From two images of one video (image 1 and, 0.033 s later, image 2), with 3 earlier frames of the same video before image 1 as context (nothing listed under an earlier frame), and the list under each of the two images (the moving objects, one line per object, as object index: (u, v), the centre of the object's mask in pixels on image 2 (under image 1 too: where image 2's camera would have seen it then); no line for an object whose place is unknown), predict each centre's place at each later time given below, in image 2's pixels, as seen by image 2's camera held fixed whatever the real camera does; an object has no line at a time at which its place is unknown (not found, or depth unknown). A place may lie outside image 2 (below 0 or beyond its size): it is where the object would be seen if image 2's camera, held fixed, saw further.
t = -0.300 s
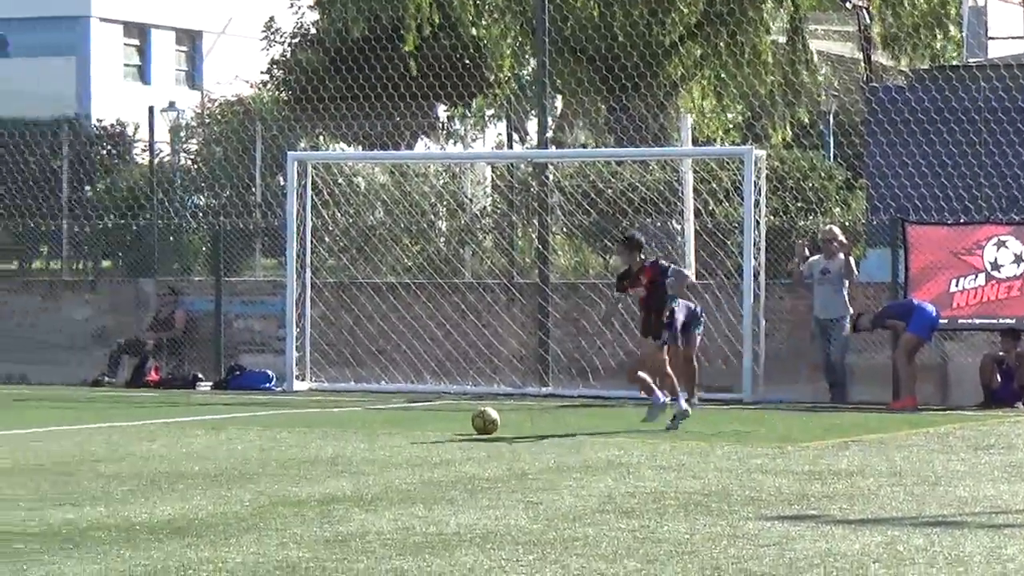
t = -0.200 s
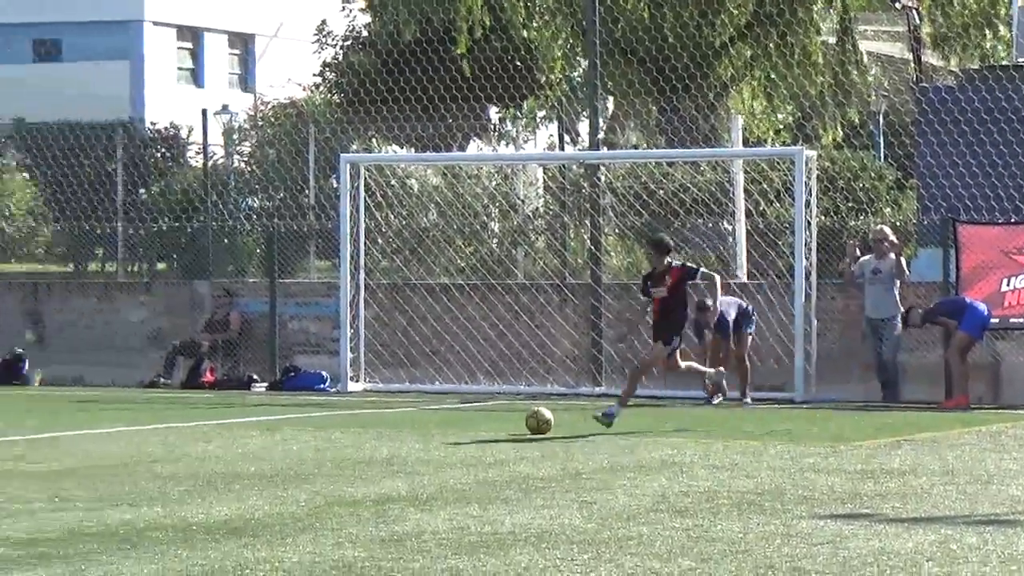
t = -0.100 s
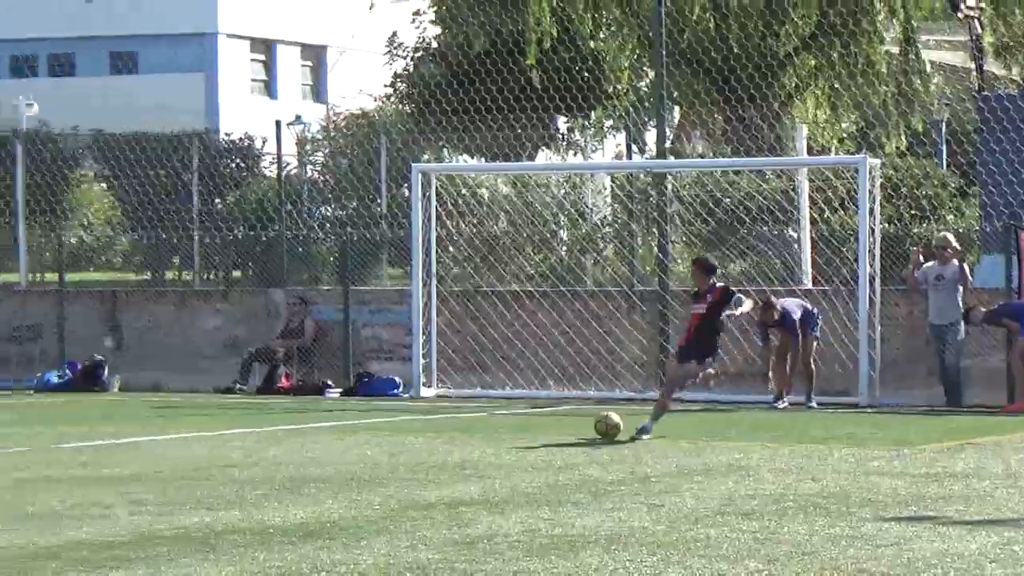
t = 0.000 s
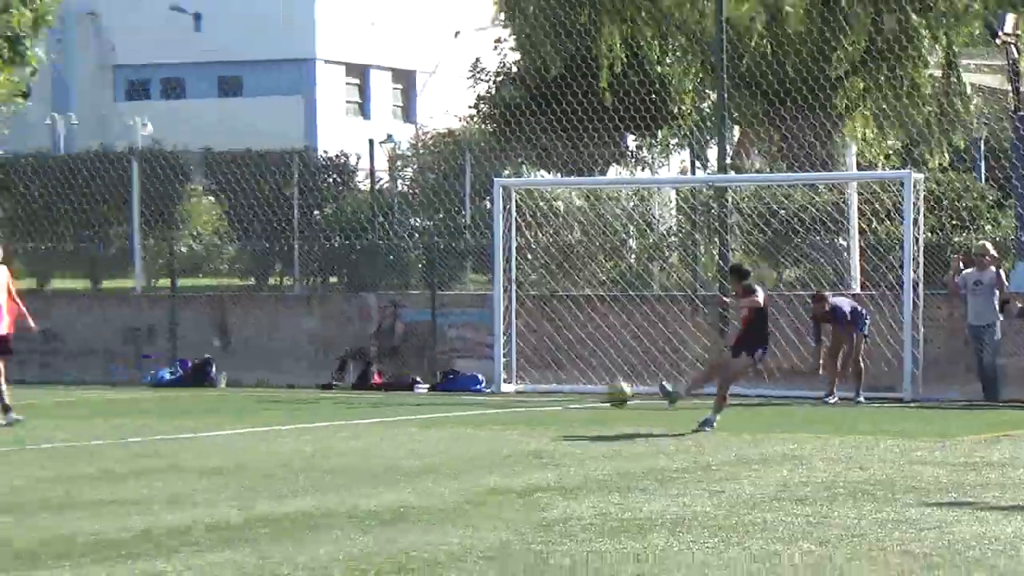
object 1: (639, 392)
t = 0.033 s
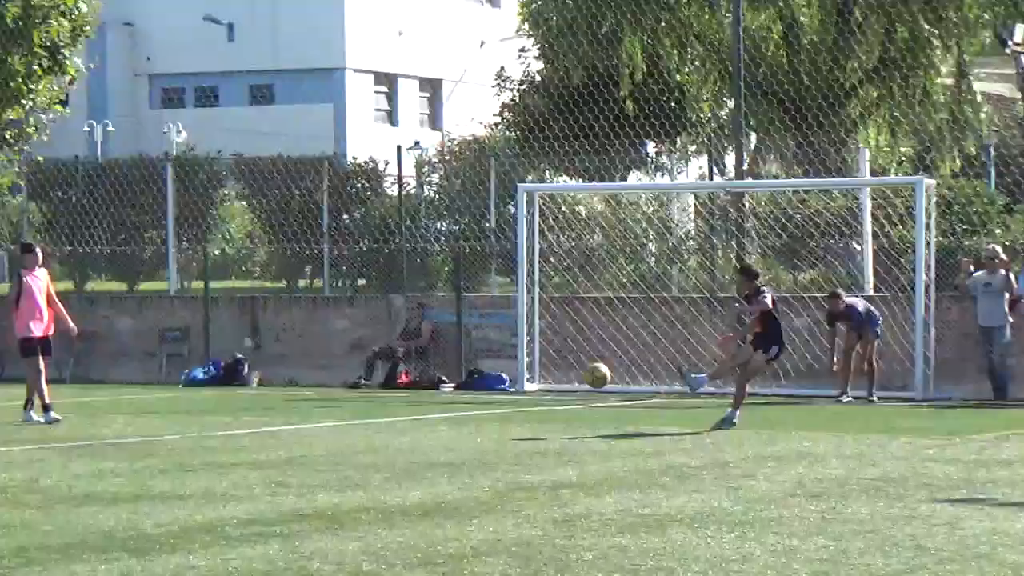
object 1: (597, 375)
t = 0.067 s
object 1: (553, 357)
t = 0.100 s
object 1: (509, 338)
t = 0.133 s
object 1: (468, 320)
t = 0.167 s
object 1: (422, 299)
